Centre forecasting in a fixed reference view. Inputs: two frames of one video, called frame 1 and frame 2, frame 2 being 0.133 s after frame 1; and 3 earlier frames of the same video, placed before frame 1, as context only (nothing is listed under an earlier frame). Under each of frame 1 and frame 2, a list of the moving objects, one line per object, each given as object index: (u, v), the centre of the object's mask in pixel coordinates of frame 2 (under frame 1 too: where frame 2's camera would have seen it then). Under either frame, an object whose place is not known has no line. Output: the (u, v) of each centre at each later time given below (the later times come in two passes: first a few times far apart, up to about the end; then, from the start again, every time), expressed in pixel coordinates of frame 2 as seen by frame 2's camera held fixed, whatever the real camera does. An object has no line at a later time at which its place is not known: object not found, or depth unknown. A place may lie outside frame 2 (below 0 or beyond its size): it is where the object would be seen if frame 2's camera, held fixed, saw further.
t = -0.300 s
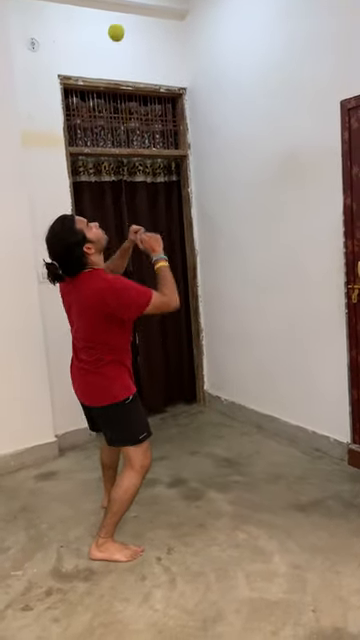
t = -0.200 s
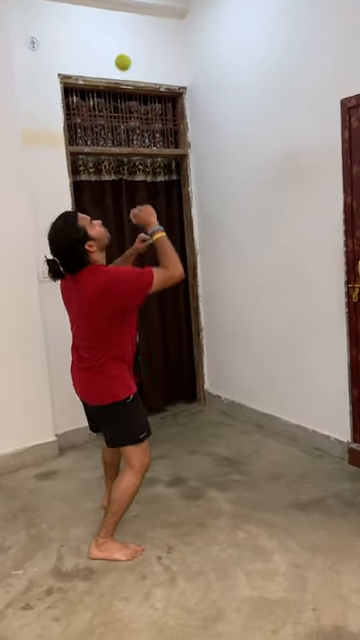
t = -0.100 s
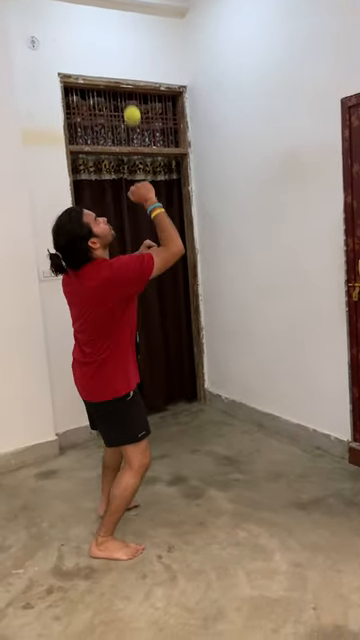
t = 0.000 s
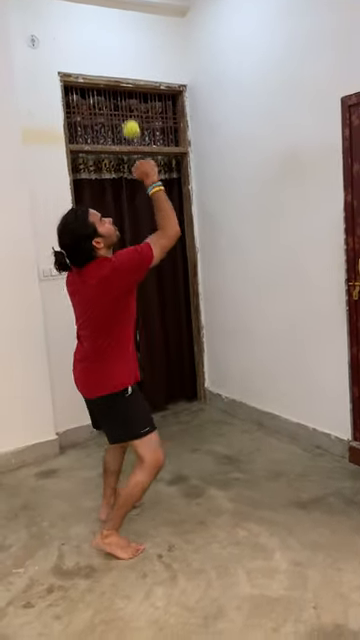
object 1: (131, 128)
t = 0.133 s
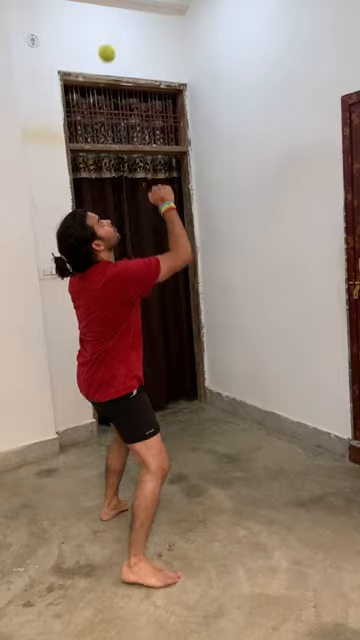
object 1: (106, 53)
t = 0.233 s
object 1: (90, 25)
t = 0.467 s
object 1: (63, 56)
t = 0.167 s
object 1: (101, 41)
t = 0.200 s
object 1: (95, 32)
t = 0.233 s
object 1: (90, 25)
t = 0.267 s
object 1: (86, 21)
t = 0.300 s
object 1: (81, 20)
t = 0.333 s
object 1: (77, 21)
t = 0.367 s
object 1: (73, 26)
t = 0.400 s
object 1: (69, 33)
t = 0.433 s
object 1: (66, 43)
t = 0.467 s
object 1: (63, 56)
